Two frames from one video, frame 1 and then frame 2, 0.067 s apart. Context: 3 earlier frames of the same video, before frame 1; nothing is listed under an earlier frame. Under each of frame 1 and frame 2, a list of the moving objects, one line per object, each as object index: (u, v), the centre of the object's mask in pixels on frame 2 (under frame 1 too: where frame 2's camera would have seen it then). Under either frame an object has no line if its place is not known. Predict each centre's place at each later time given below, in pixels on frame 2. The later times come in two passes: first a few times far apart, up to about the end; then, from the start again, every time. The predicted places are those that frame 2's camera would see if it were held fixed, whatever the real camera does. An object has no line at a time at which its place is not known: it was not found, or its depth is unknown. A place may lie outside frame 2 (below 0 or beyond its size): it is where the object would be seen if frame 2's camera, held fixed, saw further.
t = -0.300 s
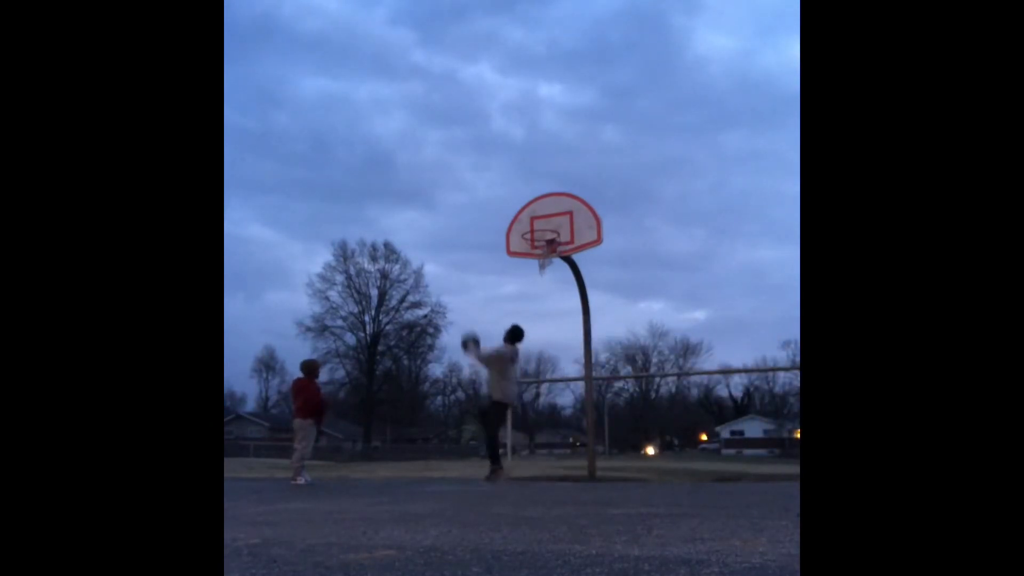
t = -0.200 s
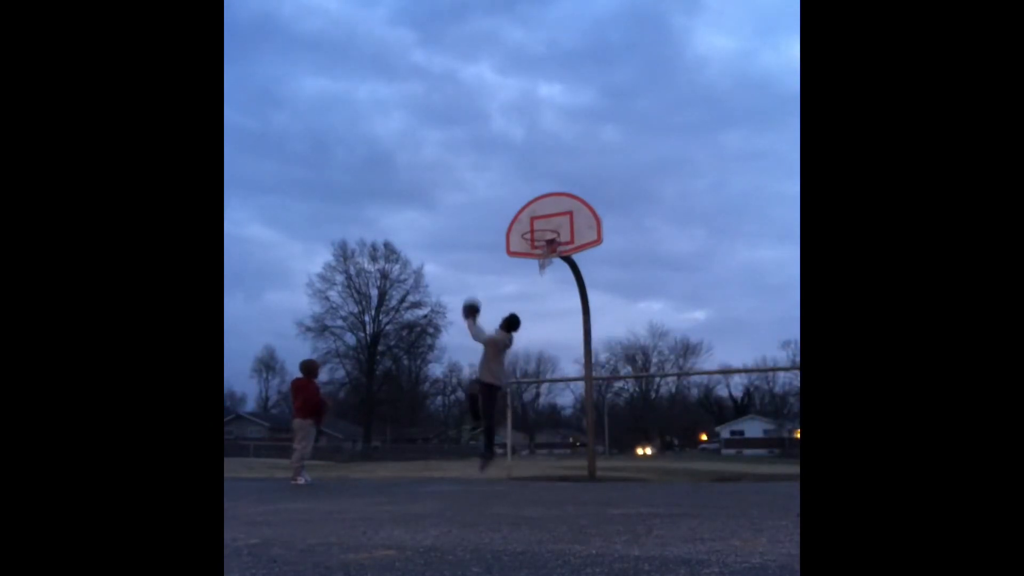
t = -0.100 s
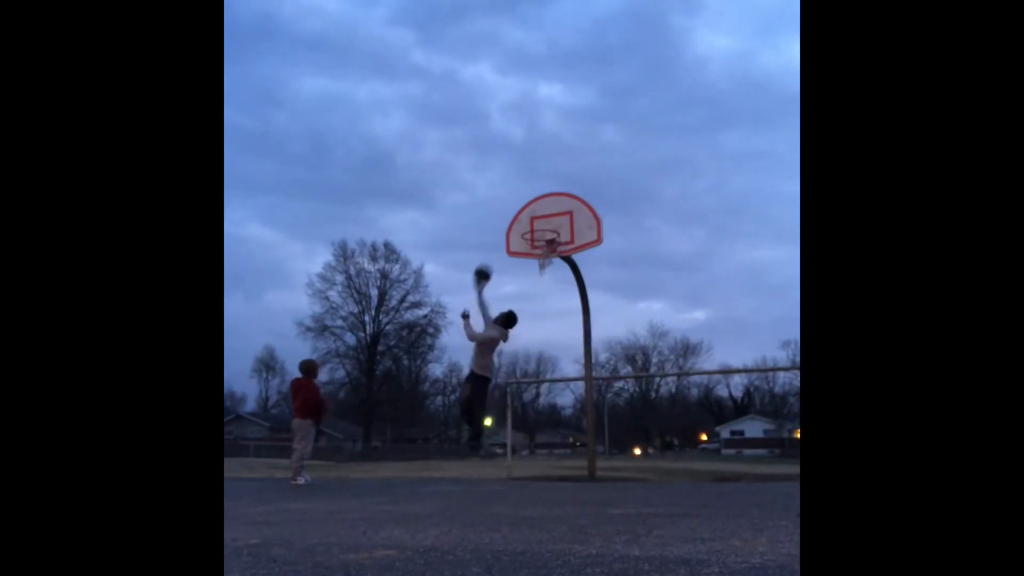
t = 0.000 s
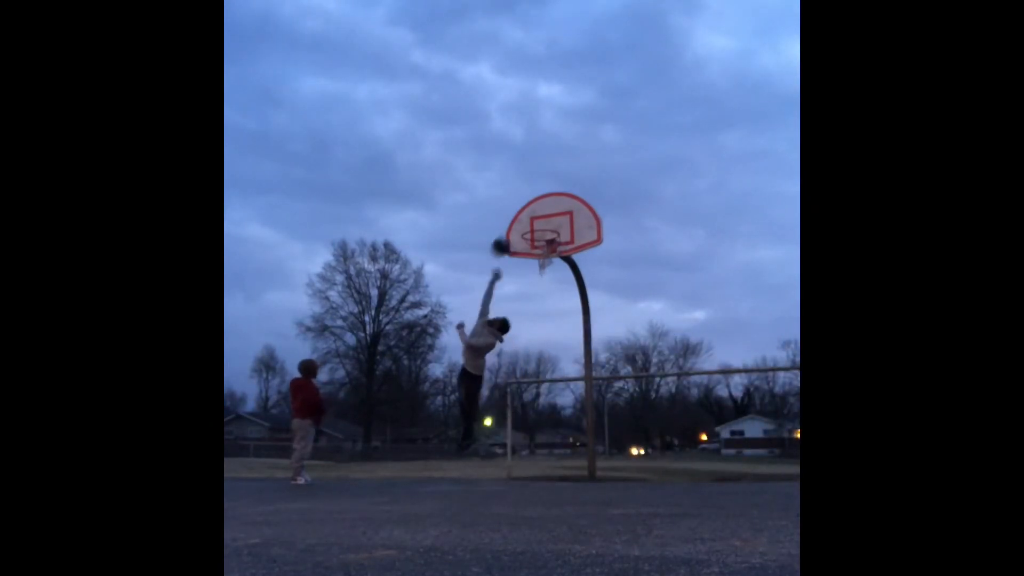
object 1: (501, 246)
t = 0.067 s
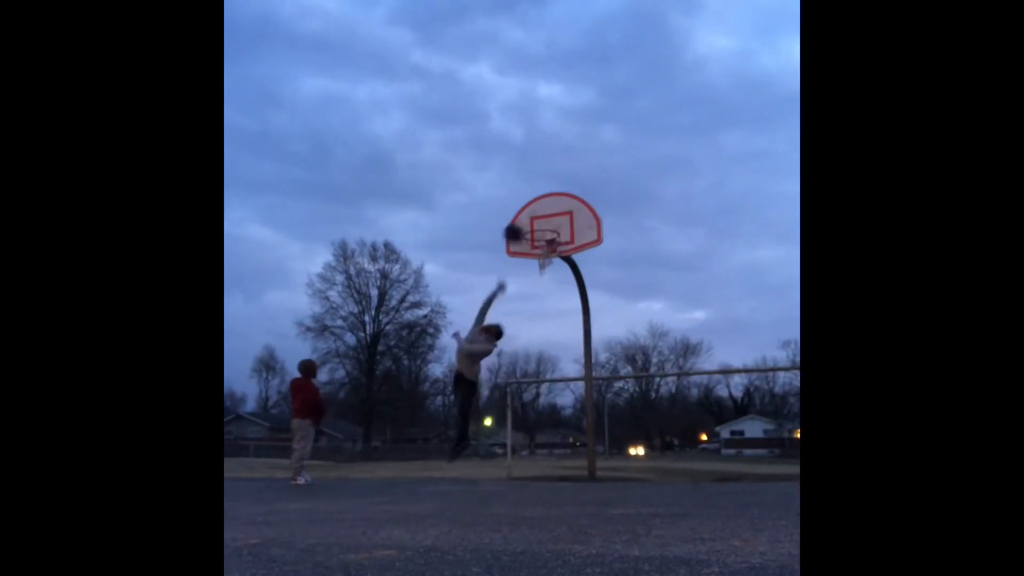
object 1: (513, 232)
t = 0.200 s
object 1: (522, 215)
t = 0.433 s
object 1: (537, 215)
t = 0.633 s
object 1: (542, 214)
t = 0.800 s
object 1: (544, 220)
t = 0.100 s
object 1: (517, 227)
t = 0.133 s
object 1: (518, 222)
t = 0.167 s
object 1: (520, 218)
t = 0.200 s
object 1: (522, 215)
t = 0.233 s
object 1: (525, 213)
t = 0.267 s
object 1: (526, 211)
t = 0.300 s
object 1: (528, 211)
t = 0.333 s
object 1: (530, 211)
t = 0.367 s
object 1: (532, 211)
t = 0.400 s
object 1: (535, 213)
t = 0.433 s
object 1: (537, 215)
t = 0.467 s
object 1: (539, 218)
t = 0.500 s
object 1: (540, 220)
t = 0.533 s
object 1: (541, 218)
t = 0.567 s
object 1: (541, 216)
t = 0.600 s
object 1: (542, 214)
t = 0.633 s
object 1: (542, 214)
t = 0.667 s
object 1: (542, 214)
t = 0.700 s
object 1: (543, 215)
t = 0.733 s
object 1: (543, 217)
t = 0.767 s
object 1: (543, 220)
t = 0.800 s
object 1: (544, 220)
